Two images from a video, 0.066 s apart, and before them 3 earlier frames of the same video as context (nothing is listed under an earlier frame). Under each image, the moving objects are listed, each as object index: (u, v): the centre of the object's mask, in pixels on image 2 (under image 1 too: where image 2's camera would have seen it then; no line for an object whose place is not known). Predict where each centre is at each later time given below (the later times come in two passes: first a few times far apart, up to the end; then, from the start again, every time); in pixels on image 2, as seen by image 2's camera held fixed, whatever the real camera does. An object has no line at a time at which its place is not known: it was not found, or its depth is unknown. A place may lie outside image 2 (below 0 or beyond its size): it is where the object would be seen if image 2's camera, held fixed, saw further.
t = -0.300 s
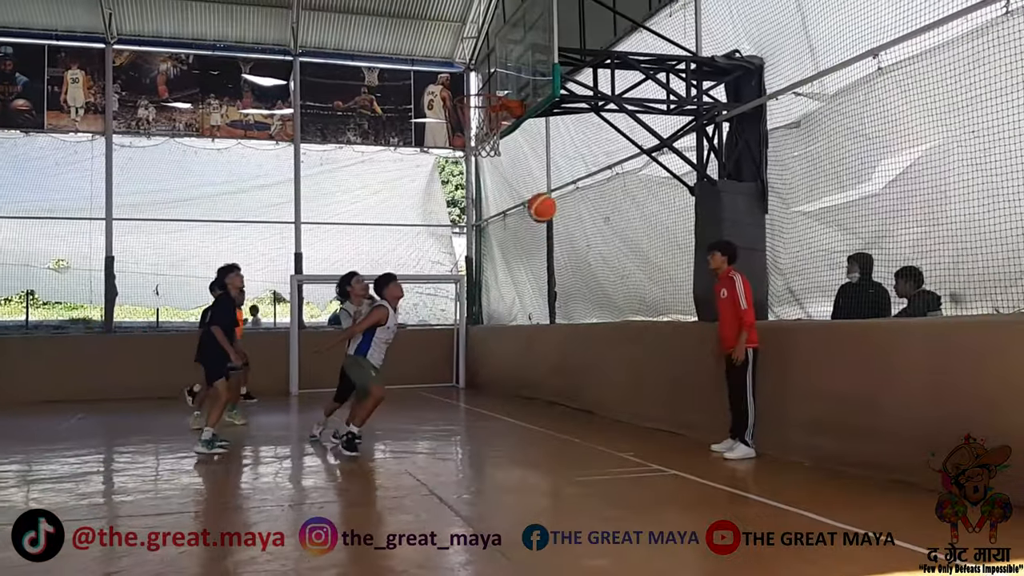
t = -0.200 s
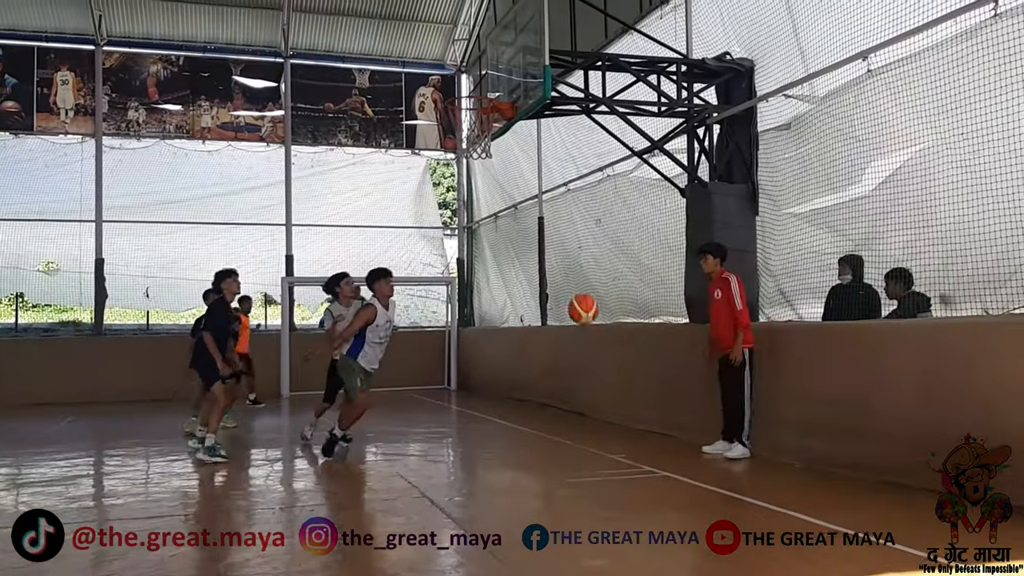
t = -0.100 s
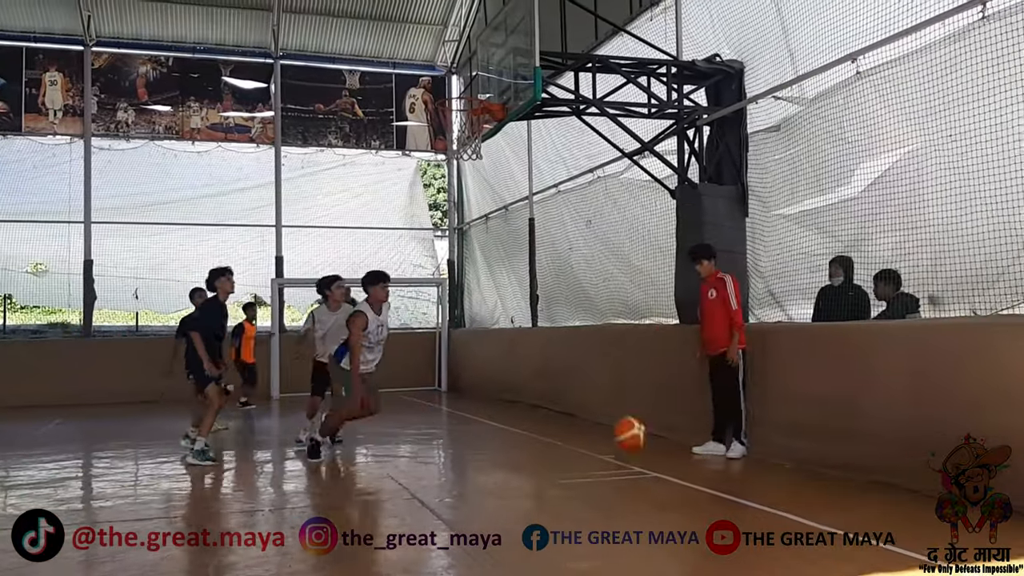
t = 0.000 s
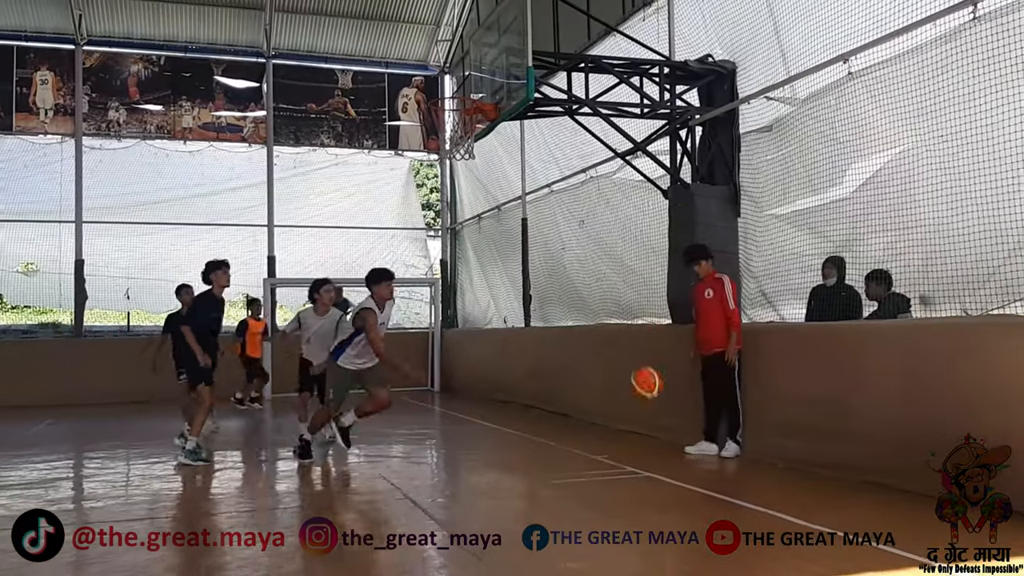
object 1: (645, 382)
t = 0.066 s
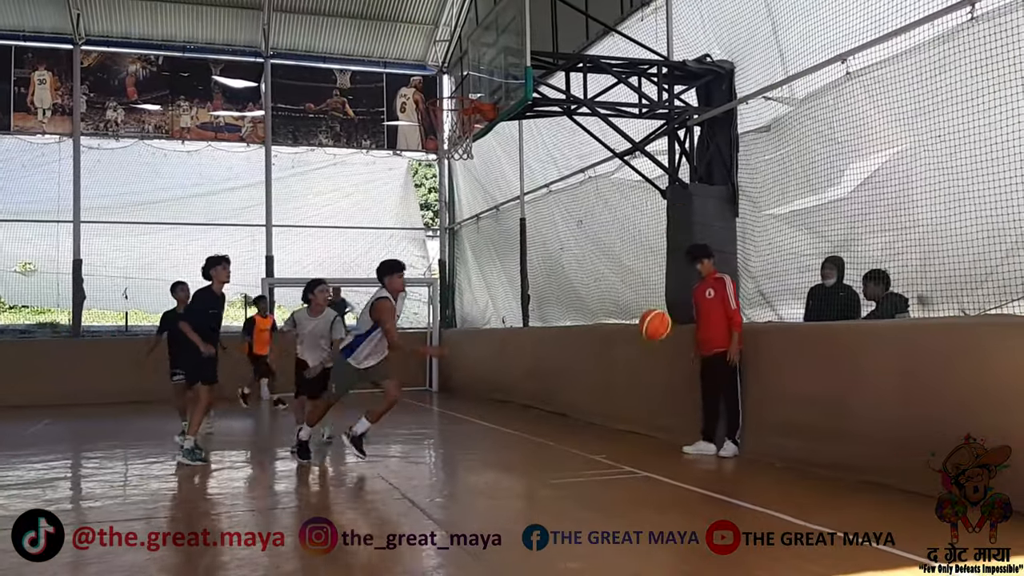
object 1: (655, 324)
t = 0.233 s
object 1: (685, 199)
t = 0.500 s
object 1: (741, 61)
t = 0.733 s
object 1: (797, 13)
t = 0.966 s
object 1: (861, 47)
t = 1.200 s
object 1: (935, 178)
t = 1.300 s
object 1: (971, 270)
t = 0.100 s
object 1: (661, 297)
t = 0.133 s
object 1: (667, 271)
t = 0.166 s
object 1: (673, 246)
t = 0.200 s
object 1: (679, 221)
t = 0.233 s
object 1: (685, 199)
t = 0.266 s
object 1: (692, 177)
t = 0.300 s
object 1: (699, 157)
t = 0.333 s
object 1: (706, 137)
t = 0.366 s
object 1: (713, 119)
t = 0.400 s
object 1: (719, 103)
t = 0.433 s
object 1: (726, 87)
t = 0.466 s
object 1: (733, 74)
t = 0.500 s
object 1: (741, 61)
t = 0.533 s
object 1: (748, 49)
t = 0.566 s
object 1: (756, 40)
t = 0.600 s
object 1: (764, 31)
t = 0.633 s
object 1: (772, 24)
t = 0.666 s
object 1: (780, 19)
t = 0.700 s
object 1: (788, 15)
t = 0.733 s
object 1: (797, 13)
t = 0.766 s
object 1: (805, 13)
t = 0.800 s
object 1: (814, 14)
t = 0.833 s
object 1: (822, 17)
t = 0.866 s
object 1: (832, 22)
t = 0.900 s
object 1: (841, 28)
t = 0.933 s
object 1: (851, 37)
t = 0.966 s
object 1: (861, 47)
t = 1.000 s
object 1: (871, 59)
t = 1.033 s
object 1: (881, 73)
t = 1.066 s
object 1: (891, 90)
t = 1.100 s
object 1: (902, 108)
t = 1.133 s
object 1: (913, 129)
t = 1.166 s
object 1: (924, 153)
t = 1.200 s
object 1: (935, 178)
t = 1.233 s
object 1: (947, 207)
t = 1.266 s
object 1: (959, 236)
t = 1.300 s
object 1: (971, 270)
